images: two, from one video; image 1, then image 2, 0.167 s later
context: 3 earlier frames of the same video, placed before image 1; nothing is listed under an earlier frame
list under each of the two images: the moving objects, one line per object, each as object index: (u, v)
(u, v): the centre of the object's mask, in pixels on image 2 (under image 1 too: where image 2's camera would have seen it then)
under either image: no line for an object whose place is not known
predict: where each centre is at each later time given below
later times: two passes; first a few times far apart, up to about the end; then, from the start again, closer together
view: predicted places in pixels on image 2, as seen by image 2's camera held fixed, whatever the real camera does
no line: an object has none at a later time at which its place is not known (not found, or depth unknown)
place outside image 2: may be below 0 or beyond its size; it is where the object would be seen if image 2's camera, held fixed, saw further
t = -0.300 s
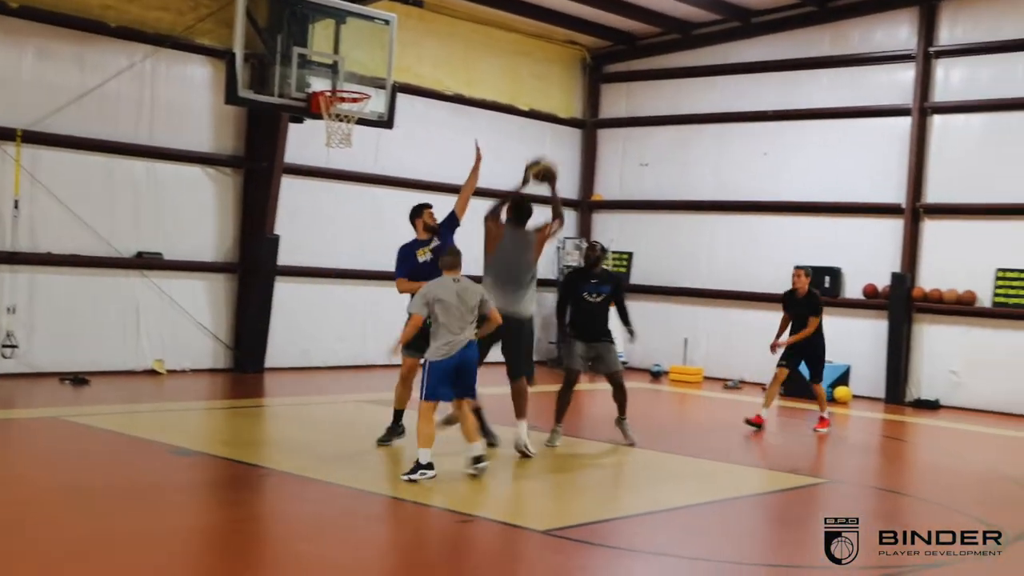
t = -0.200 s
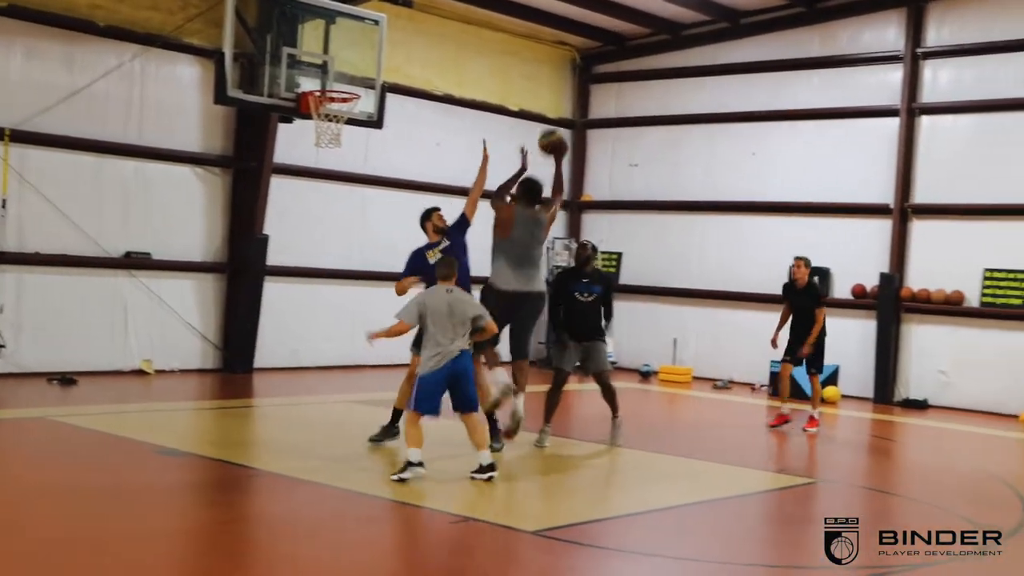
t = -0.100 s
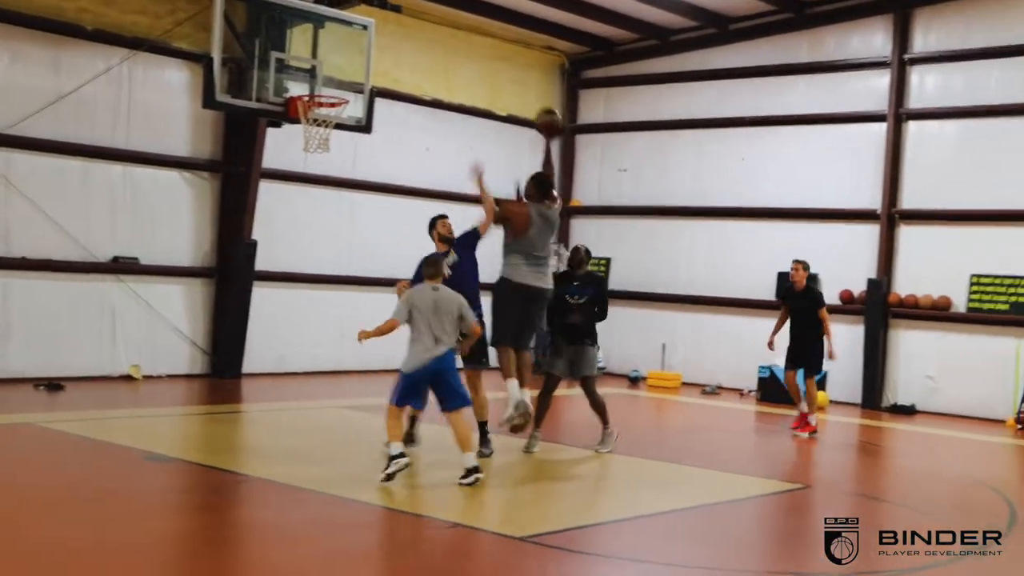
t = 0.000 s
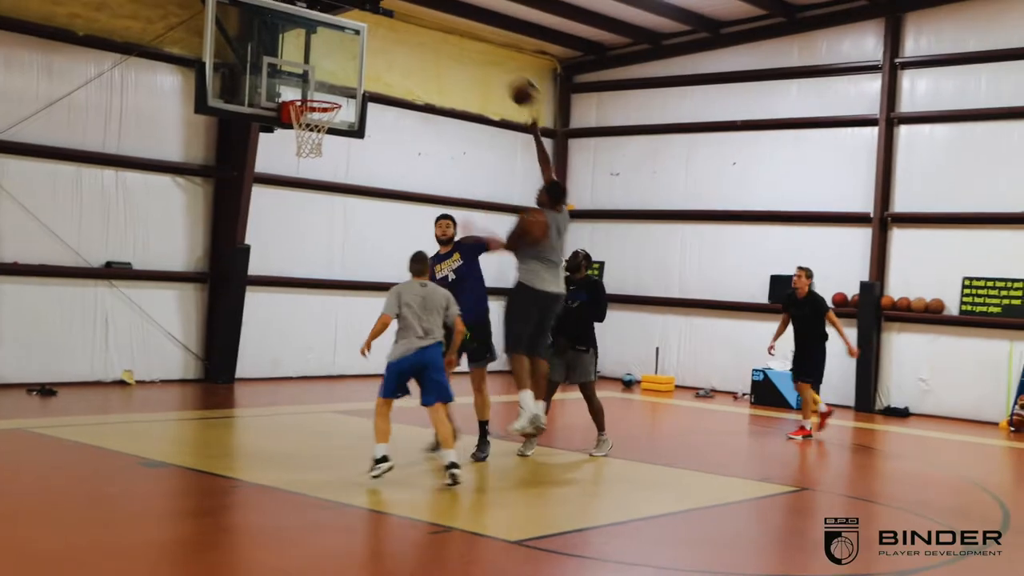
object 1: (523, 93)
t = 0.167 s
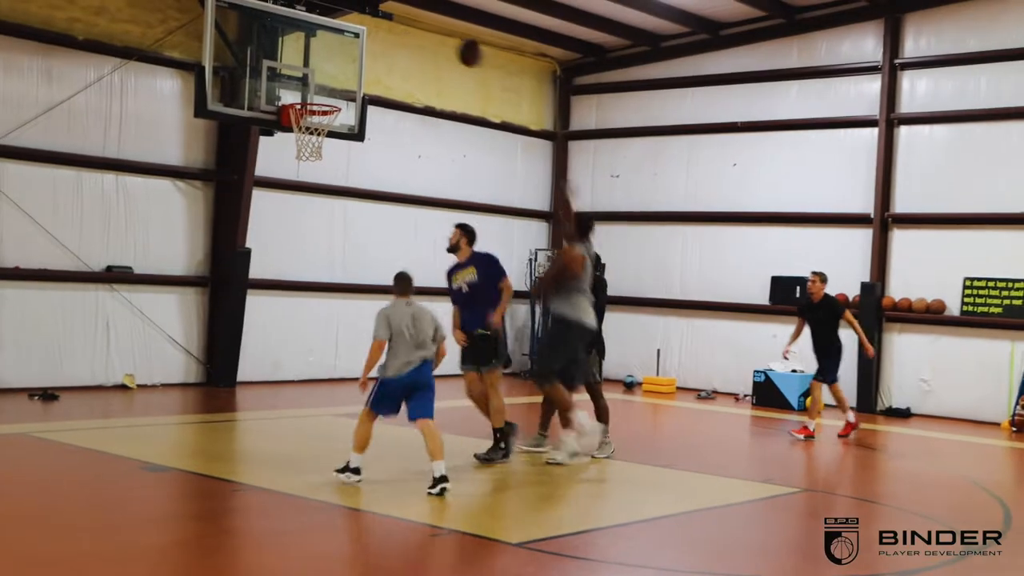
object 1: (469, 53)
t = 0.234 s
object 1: (449, 45)
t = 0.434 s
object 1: (388, 53)
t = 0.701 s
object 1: (307, 118)
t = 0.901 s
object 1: (296, 155)
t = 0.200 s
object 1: (460, 48)
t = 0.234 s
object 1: (449, 45)
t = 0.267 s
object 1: (439, 44)
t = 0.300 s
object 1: (429, 43)
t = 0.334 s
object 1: (419, 43)
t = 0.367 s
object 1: (409, 45)
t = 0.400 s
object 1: (399, 49)
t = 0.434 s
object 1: (388, 53)
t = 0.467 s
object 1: (378, 58)
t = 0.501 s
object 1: (367, 65)
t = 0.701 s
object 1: (307, 118)
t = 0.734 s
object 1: (304, 120)
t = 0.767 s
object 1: (301, 126)
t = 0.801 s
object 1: (304, 135)
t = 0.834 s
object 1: (297, 145)
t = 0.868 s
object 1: (299, 150)
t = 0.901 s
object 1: (296, 155)
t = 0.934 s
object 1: (295, 163)
